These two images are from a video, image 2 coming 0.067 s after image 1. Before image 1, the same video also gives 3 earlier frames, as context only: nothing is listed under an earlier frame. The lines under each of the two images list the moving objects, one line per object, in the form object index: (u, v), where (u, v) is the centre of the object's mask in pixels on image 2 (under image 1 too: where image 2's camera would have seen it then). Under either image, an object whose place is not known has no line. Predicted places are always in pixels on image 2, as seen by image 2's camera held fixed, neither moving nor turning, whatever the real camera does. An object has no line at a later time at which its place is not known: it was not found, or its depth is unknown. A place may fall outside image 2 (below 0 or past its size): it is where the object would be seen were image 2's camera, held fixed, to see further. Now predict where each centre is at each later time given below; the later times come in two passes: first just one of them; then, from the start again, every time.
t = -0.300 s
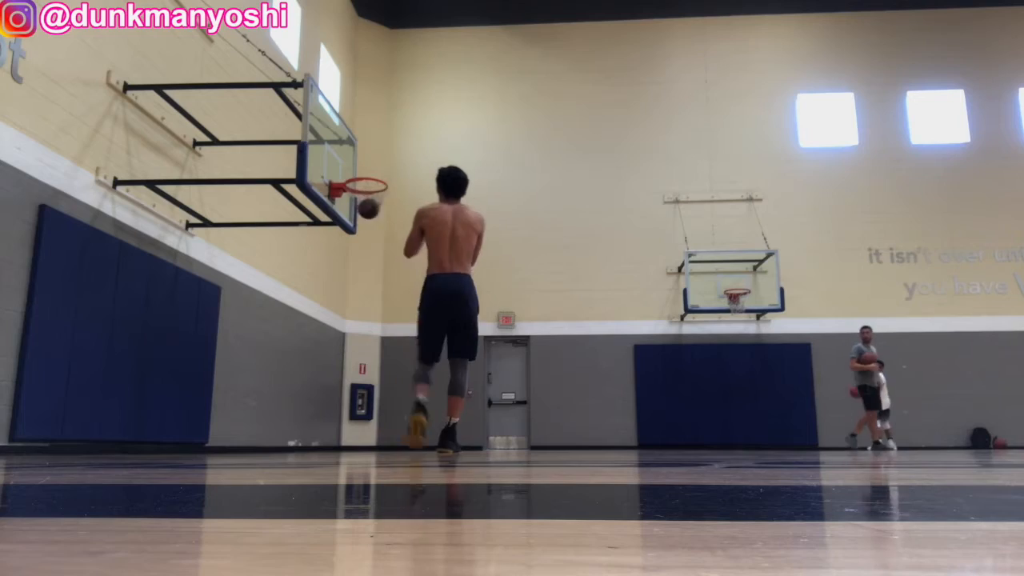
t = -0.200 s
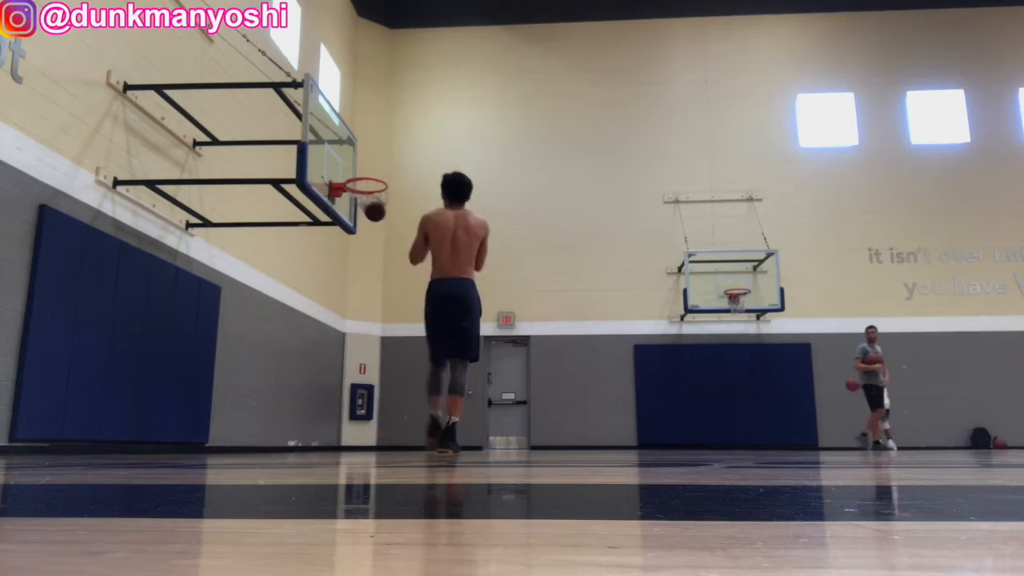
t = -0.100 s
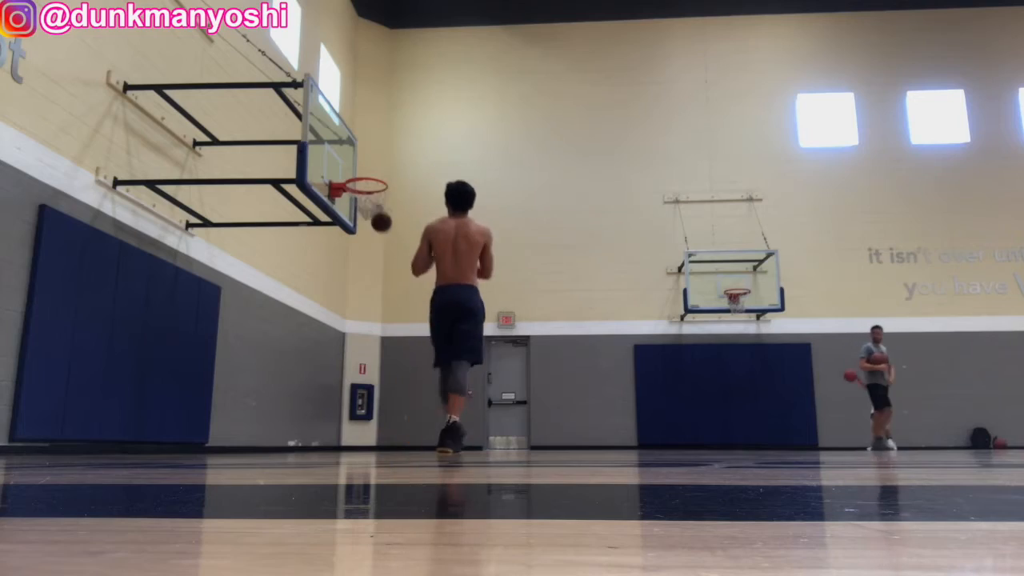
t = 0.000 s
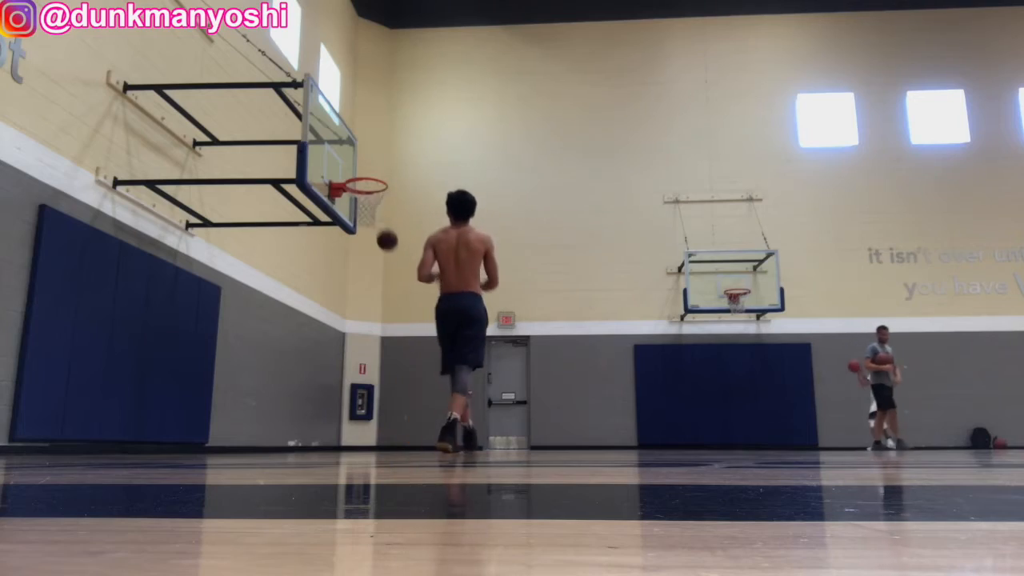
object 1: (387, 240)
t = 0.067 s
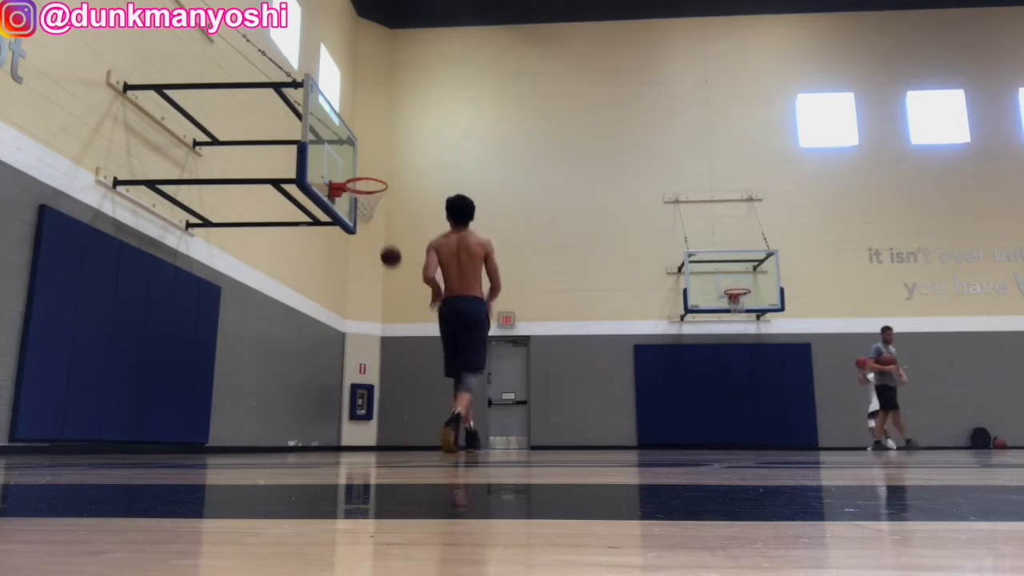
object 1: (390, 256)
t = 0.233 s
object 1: (399, 314)
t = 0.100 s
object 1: (392, 266)
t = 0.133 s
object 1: (394, 277)
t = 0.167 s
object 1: (396, 289)
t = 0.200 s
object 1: (398, 301)
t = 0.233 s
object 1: (399, 314)
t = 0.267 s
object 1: (401, 328)
